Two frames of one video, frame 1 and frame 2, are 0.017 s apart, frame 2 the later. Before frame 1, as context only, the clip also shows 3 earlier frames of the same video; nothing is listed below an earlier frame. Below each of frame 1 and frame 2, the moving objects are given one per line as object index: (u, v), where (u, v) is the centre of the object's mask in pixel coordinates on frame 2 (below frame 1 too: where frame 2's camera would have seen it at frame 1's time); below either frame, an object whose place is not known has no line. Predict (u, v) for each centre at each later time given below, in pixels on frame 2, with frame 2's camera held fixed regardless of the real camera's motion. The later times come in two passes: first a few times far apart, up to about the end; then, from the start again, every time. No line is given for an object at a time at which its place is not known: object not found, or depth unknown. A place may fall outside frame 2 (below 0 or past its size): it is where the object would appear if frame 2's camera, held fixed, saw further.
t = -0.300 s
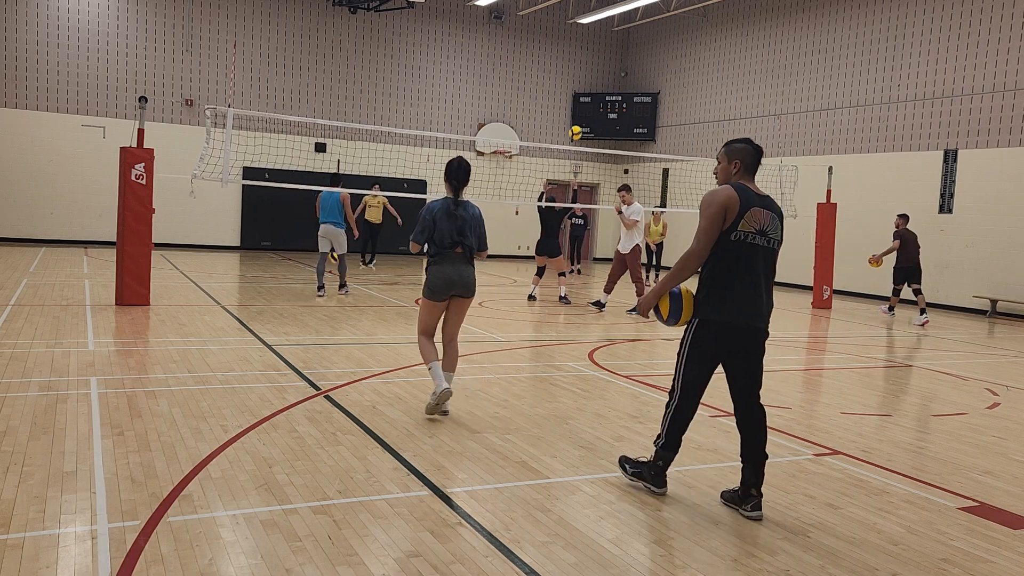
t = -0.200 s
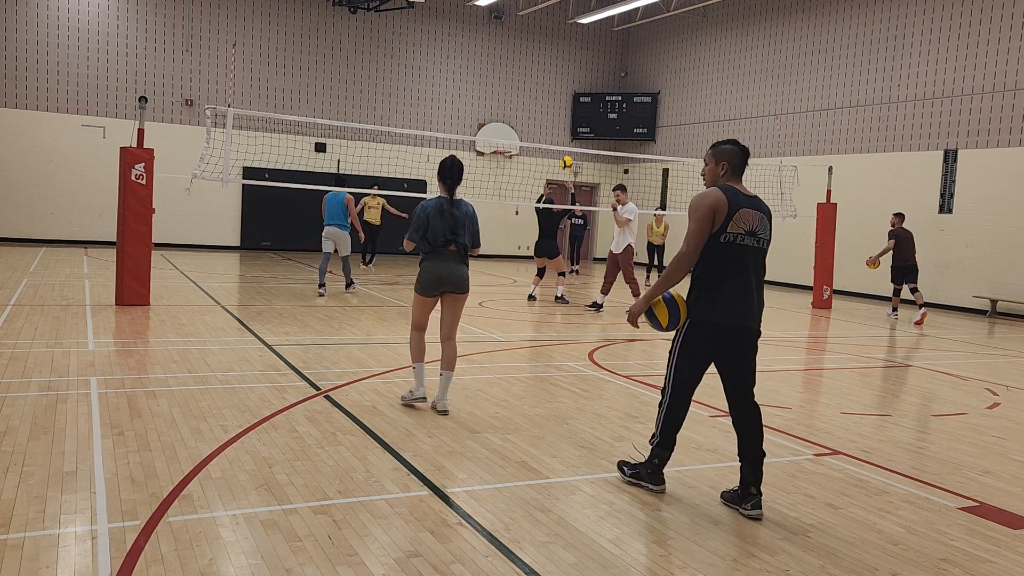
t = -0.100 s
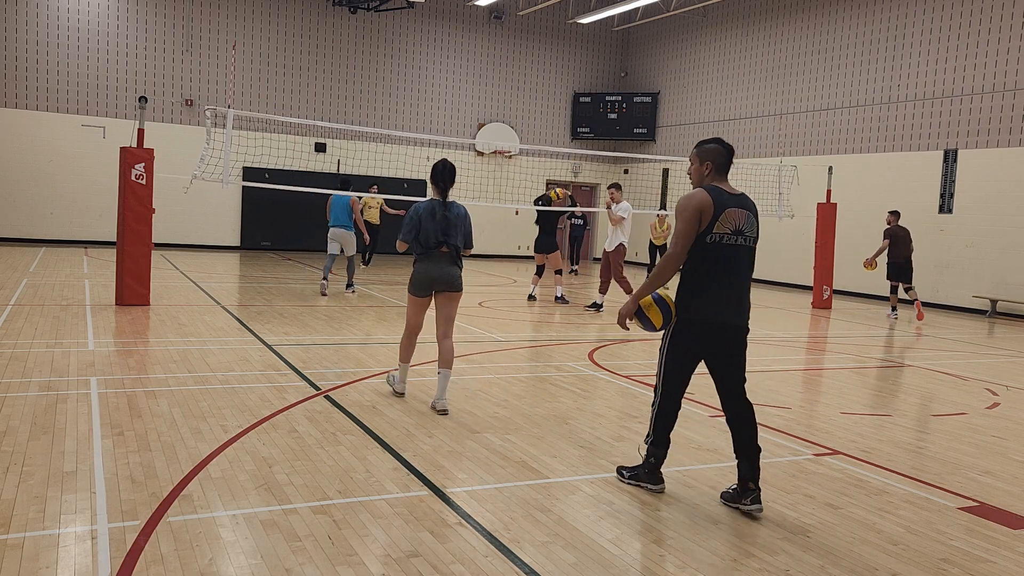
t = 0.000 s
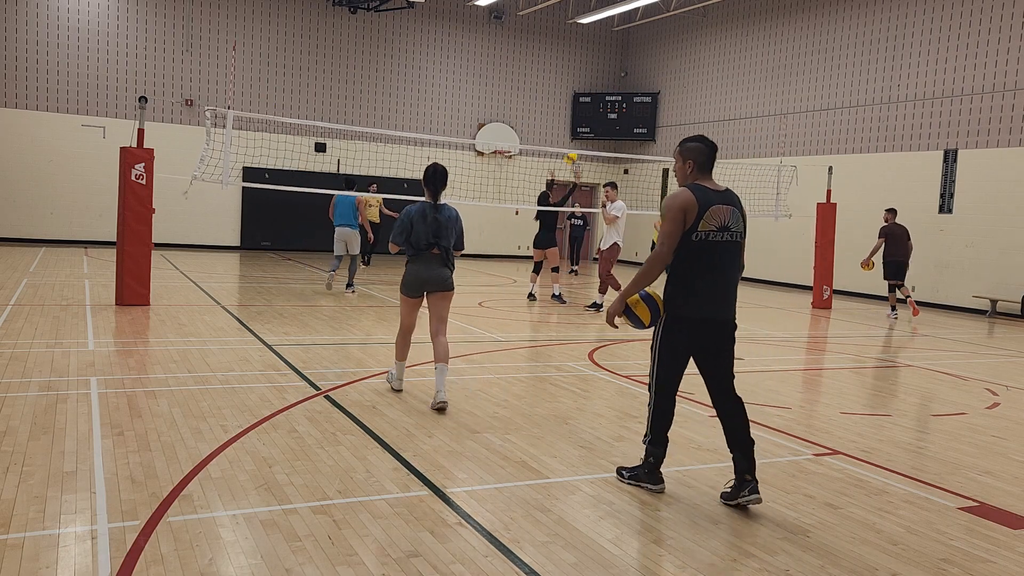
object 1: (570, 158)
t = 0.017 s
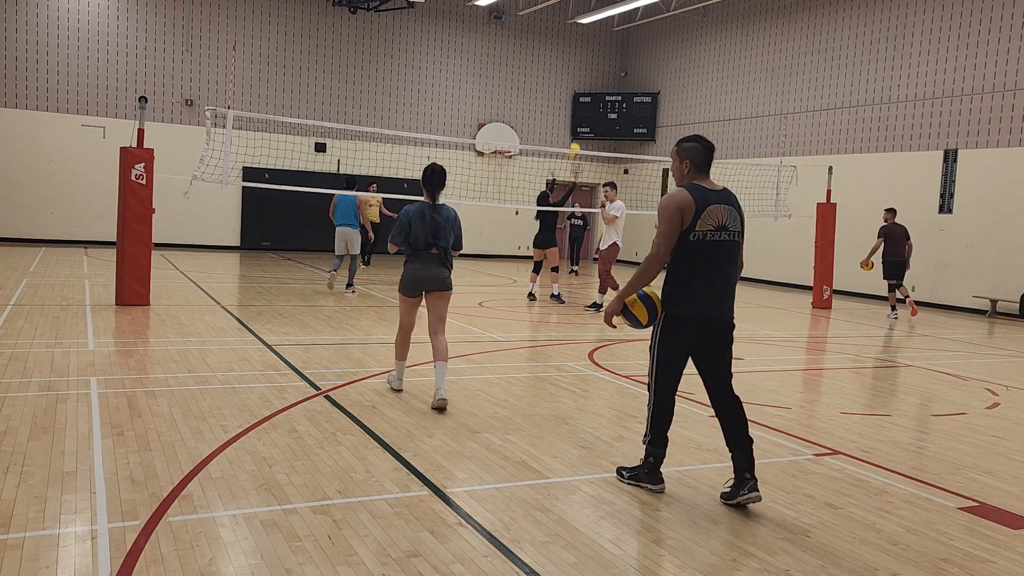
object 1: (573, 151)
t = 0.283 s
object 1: (609, 61)
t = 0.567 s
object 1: (640, 20)
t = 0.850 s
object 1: (665, 29)
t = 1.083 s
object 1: (681, 71)
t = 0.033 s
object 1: (576, 143)
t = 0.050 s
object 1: (578, 136)
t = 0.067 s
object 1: (580, 130)
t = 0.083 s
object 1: (583, 124)
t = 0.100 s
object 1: (585, 117)
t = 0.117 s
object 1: (588, 111)
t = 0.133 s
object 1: (590, 105)
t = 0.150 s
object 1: (592, 99)
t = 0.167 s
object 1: (595, 93)
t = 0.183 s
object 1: (597, 88)
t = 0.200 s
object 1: (599, 83)
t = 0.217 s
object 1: (601, 78)
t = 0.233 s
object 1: (603, 73)
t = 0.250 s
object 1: (605, 69)
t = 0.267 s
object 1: (607, 64)
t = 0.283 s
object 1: (609, 61)
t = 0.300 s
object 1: (612, 56)
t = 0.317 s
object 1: (614, 53)
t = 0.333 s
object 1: (615, 50)
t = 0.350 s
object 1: (617, 46)
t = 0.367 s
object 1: (619, 43)
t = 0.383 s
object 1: (621, 40)
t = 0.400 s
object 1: (623, 37)
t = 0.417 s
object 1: (625, 35)
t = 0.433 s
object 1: (626, 33)
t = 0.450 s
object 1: (628, 30)
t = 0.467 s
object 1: (630, 28)
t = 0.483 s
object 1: (632, 26)
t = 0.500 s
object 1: (633, 25)
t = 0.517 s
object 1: (635, 23)
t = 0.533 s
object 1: (637, 22)
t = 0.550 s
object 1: (638, 21)
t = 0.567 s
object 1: (640, 20)
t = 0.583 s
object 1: (642, 19)
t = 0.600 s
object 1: (643, 18)
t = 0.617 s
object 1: (645, 18)
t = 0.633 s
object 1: (647, 18)
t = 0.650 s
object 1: (648, 18)
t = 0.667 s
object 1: (650, 18)
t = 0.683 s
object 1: (651, 18)
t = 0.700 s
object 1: (653, 18)
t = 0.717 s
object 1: (654, 19)
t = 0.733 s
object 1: (655, 19)
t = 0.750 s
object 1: (657, 21)
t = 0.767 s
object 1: (658, 21)
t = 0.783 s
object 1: (659, 23)
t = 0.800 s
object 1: (661, 24)
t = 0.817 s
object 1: (662, 26)
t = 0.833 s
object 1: (664, 27)
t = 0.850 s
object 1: (665, 29)
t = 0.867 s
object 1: (666, 31)
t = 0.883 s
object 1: (667, 33)
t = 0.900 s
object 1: (669, 35)
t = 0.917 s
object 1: (670, 38)
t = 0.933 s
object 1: (671, 41)
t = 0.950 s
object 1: (672, 44)
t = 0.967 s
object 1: (674, 46)
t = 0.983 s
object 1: (675, 49)
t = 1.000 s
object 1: (676, 53)
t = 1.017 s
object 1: (677, 56)
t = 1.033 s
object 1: (678, 60)
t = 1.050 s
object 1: (679, 63)
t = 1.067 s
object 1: (680, 67)
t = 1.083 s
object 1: (681, 71)
